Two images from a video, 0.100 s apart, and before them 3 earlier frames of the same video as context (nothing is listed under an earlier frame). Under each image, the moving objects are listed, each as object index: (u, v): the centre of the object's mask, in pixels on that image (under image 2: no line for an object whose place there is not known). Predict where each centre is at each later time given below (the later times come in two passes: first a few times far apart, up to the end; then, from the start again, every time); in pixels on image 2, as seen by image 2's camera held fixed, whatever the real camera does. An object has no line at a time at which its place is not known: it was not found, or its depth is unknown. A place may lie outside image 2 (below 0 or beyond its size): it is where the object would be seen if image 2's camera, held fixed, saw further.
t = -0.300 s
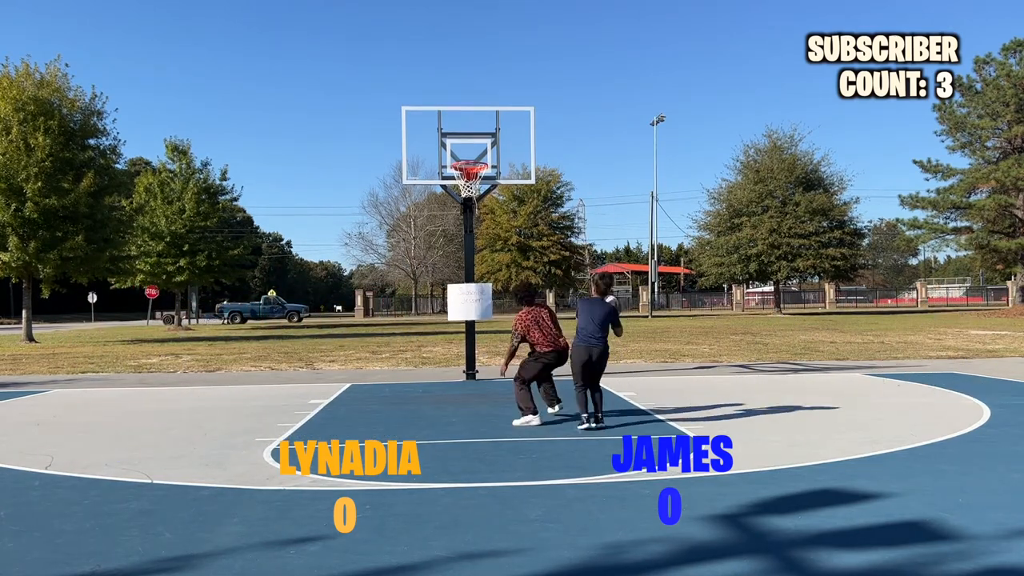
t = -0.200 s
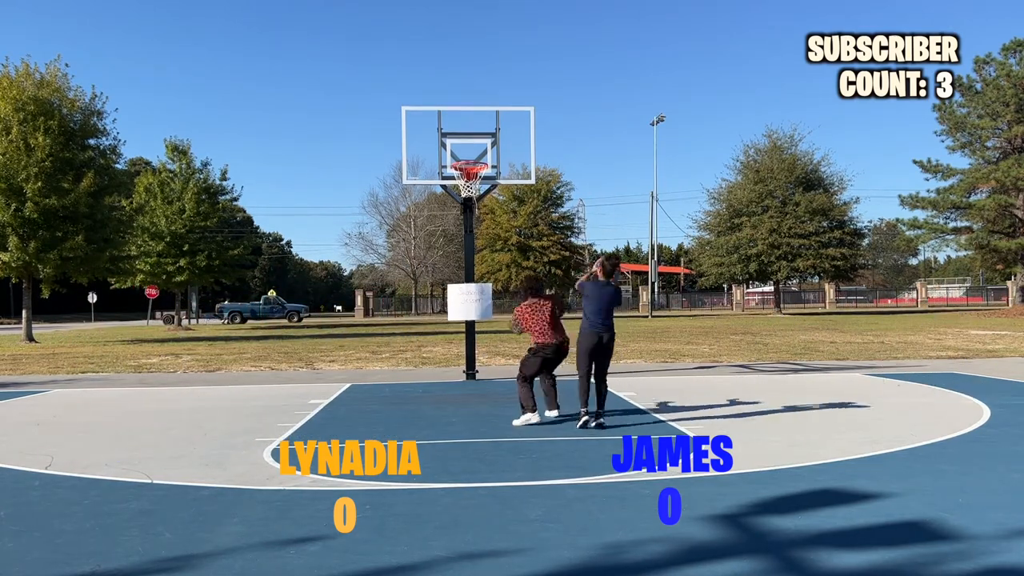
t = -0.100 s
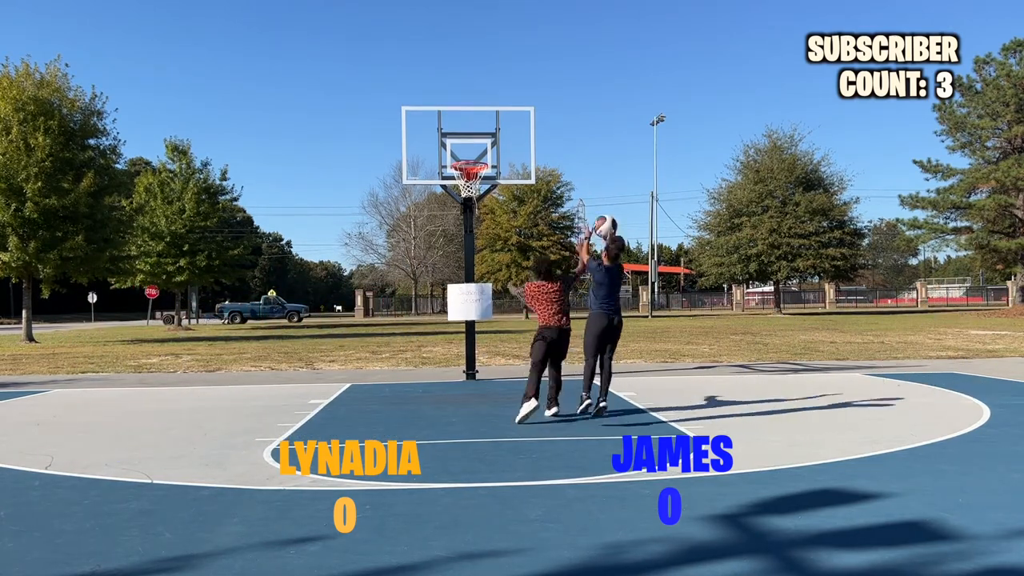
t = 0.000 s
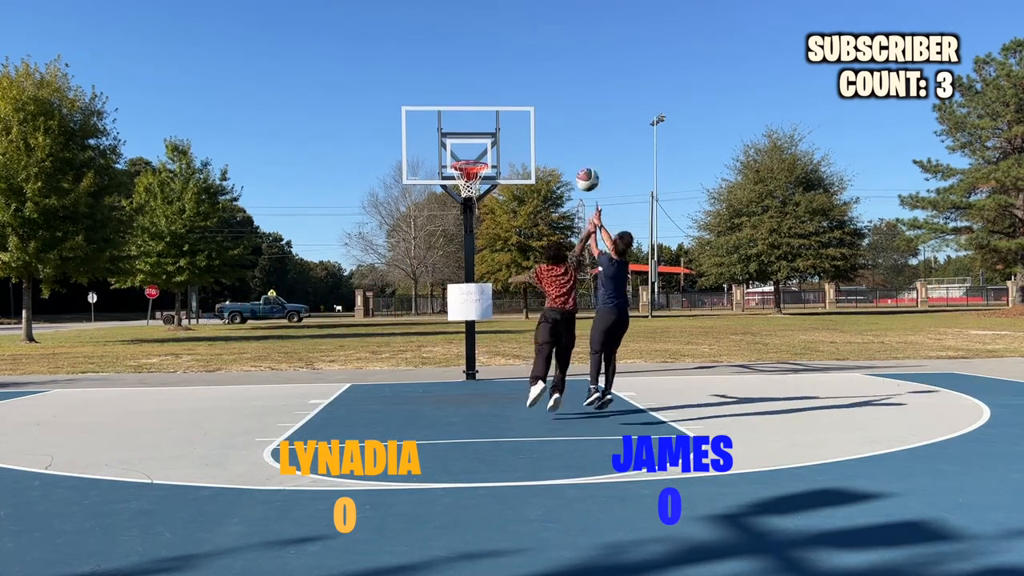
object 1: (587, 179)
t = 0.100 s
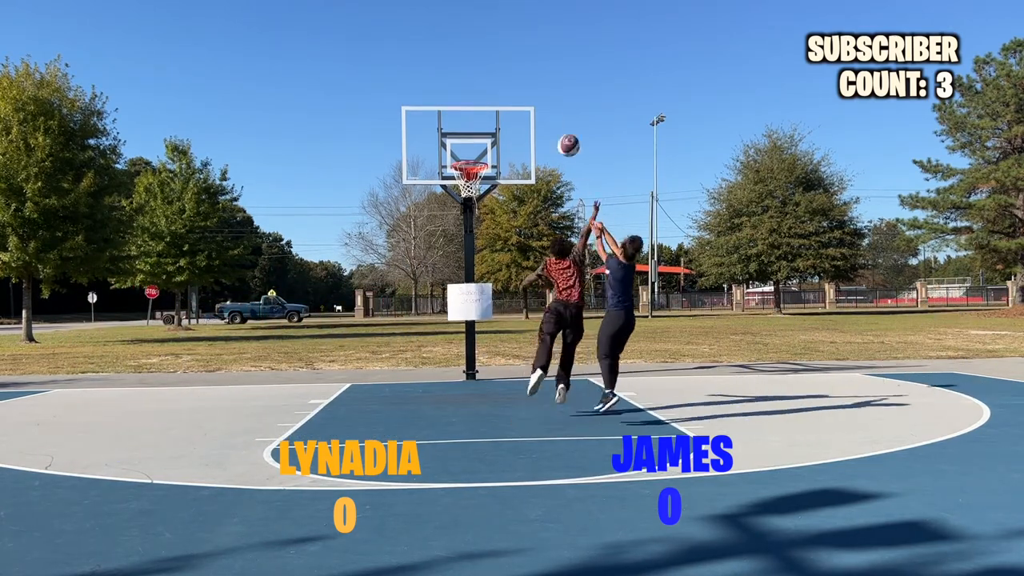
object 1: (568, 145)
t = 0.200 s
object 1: (551, 121)
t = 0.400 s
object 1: (520, 104)
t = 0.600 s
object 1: (493, 120)
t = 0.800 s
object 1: (471, 162)
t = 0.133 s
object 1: (562, 136)
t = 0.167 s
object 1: (557, 128)
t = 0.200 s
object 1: (551, 121)
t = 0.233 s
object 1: (545, 116)
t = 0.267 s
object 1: (540, 112)
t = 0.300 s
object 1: (535, 109)
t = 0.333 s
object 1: (530, 106)
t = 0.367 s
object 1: (525, 105)
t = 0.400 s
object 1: (520, 104)
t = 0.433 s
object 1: (515, 105)
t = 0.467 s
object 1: (511, 106)
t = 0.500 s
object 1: (507, 109)
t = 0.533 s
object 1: (502, 112)
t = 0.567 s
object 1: (498, 116)
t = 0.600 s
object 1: (493, 120)
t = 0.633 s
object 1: (489, 125)
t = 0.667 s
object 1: (485, 132)
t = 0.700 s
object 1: (481, 139)
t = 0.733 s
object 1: (478, 146)
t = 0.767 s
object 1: (474, 153)
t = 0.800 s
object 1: (471, 162)
